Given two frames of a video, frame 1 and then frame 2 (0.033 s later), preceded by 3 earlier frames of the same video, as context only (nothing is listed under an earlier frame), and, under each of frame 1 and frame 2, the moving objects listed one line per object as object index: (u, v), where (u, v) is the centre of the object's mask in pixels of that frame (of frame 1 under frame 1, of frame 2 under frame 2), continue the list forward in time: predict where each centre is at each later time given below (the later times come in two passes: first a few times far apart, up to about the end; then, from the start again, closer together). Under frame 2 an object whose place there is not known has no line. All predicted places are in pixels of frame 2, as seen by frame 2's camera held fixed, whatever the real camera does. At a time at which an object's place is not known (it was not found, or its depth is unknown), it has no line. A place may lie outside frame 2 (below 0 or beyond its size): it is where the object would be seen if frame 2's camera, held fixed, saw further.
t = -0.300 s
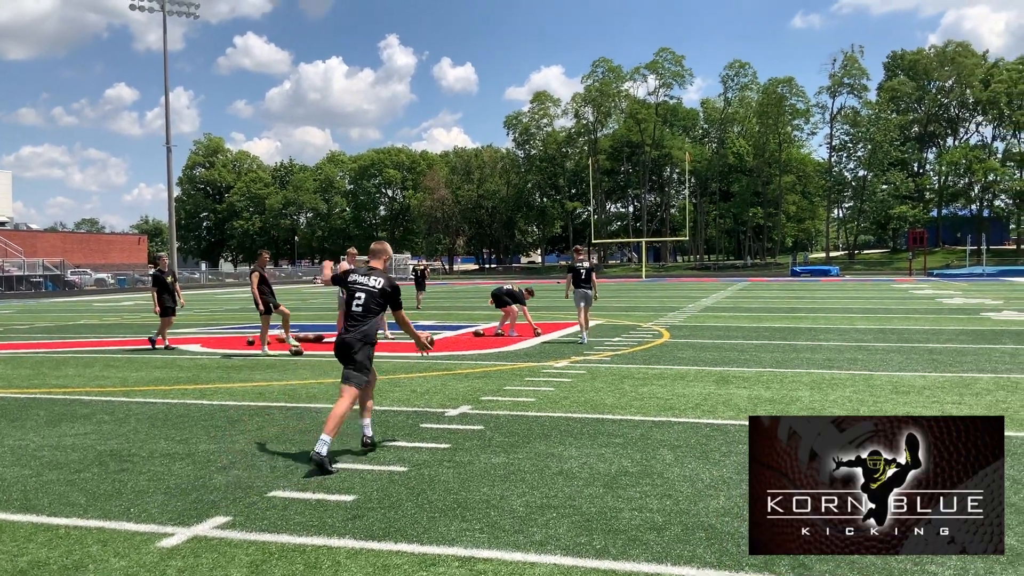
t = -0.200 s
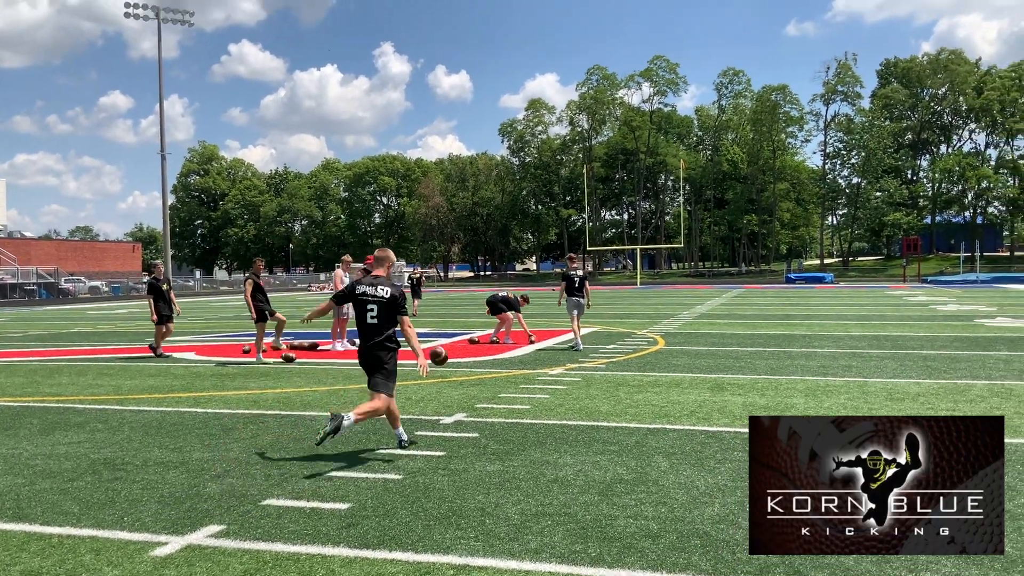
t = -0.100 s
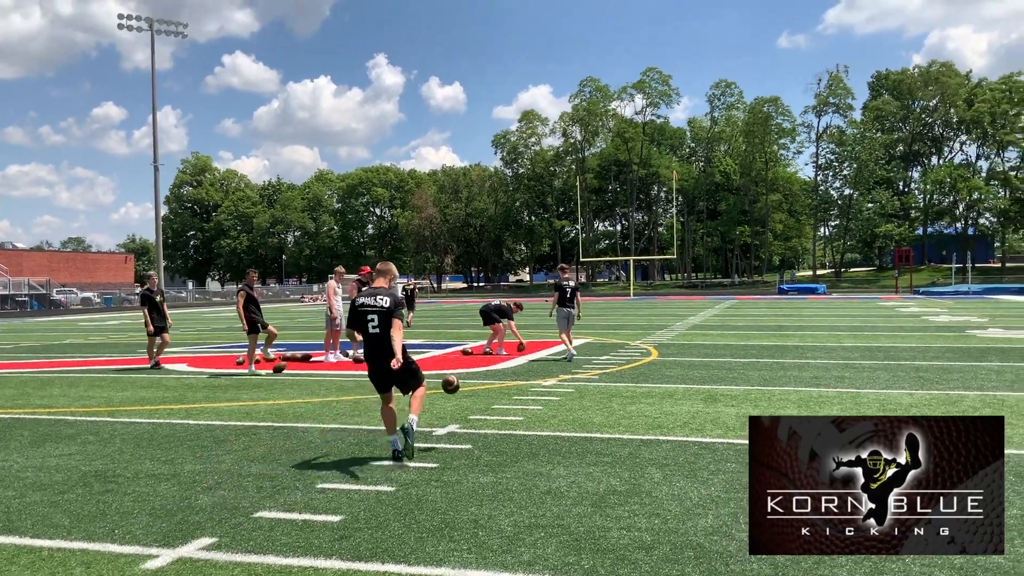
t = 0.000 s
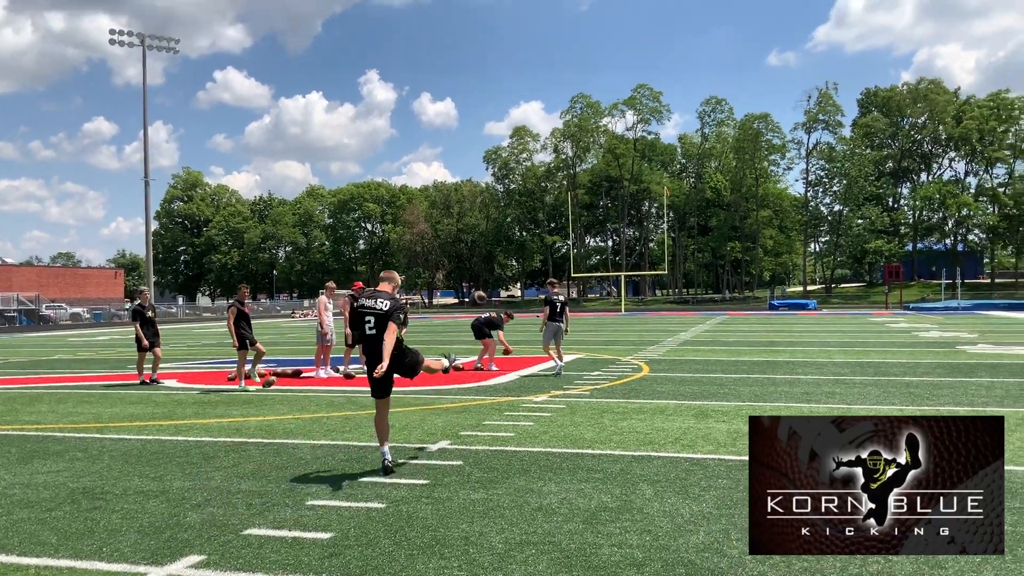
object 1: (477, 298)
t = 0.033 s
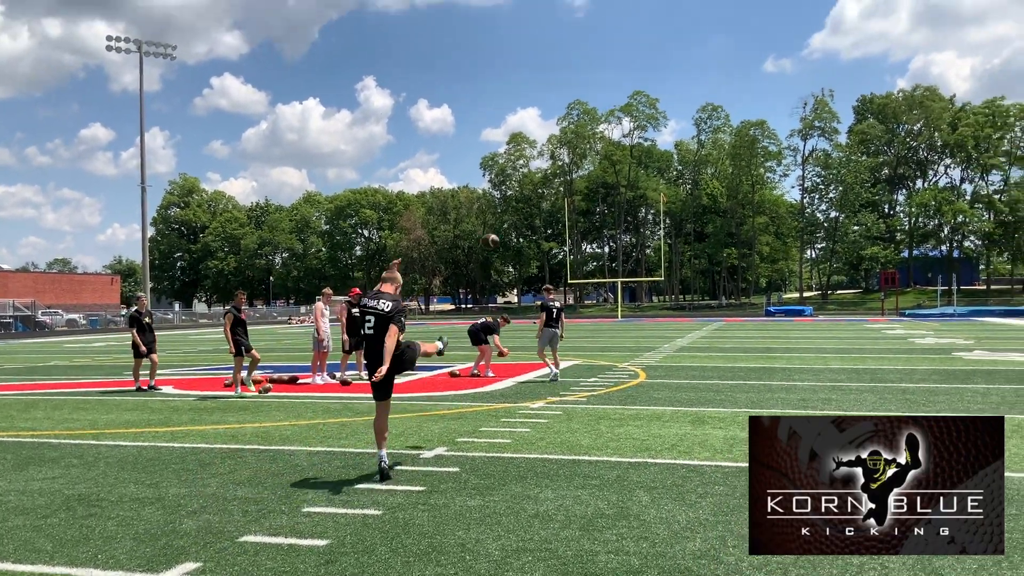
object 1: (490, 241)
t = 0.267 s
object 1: (560, -31)
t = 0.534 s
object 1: (594, -157)
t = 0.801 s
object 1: (605, -212)
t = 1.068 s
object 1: (610, -227)
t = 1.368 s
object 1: (613, -217)
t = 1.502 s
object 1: (615, -205)
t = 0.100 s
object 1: (515, 137)
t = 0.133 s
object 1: (527, 95)
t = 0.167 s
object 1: (537, 57)
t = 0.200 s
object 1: (546, 24)
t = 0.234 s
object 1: (554, -5)
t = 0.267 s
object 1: (560, -31)
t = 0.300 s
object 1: (567, -53)
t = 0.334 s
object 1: (572, -72)
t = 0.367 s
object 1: (577, -90)
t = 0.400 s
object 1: (581, -106)
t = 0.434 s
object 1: (585, -121)
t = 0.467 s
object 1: (588, -135)
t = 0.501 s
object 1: (591, -146)
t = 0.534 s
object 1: (594, -157)
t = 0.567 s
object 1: (596, -167)
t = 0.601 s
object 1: (597, -175)
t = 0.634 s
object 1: (599, -184)
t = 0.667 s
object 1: (600, -190)
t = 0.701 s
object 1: (602, -197)
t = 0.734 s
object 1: (603, -202)
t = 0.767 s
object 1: (604, -208)
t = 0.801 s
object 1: (605, -212)
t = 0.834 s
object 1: (606, -215)
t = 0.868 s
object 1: (607, -218)
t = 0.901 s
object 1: (607, -220)
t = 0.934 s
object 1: (608, -223)
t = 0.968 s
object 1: (609, -224)
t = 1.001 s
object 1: (609, -225)
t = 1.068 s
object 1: (610, -227)
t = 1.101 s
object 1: (610, -227)
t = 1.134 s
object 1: (611, -227)
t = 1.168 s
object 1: (611, -226)
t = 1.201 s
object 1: (612, -226)
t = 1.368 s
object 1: (613, -217)
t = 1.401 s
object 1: (613, -214)
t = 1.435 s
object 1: (614, -211)
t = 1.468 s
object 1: (614, -209)
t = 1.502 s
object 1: (615, -205)
